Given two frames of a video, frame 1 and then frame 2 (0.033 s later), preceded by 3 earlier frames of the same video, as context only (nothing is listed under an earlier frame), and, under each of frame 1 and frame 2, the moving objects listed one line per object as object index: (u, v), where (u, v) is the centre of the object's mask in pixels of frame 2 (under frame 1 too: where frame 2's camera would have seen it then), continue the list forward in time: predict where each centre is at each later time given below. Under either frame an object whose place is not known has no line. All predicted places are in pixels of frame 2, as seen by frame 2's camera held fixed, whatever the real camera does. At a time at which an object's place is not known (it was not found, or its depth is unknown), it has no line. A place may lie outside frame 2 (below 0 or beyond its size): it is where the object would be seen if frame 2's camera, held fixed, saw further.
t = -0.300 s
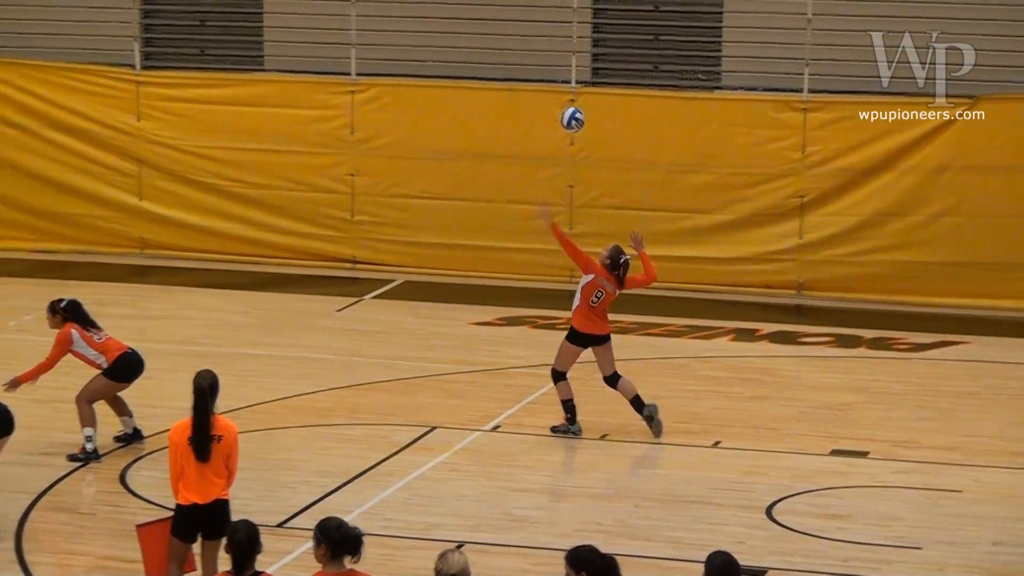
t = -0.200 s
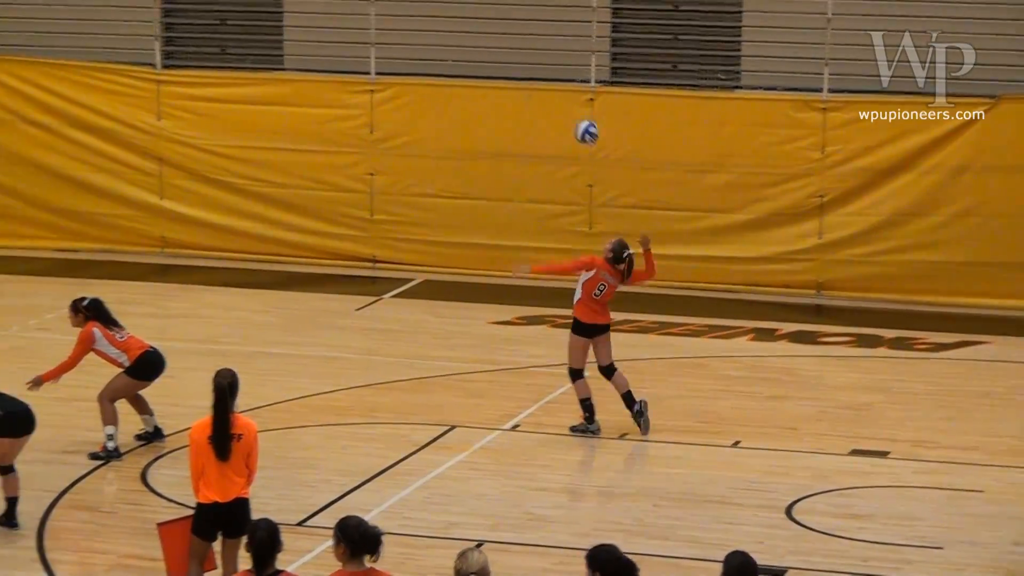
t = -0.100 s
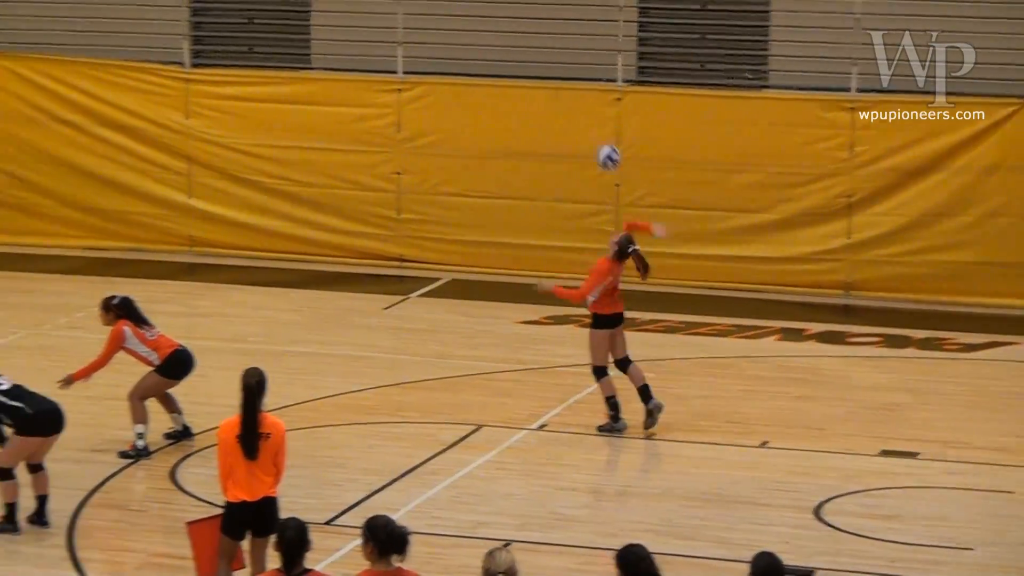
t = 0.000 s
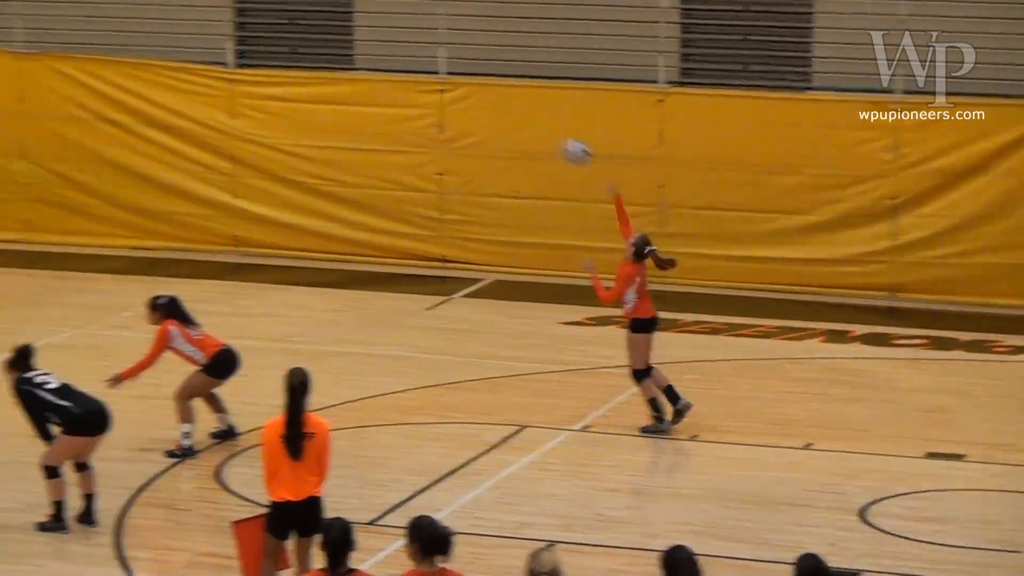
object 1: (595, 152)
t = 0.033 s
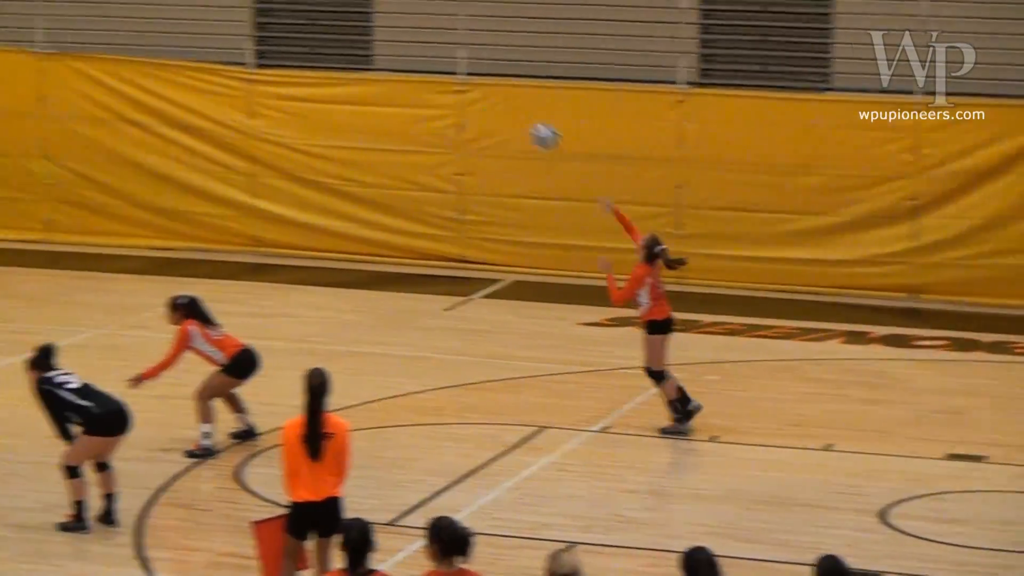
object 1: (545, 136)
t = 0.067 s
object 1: (495, 121)
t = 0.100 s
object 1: (446, 107)
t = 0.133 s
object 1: (398, 94)
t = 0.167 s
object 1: (350, 82)
